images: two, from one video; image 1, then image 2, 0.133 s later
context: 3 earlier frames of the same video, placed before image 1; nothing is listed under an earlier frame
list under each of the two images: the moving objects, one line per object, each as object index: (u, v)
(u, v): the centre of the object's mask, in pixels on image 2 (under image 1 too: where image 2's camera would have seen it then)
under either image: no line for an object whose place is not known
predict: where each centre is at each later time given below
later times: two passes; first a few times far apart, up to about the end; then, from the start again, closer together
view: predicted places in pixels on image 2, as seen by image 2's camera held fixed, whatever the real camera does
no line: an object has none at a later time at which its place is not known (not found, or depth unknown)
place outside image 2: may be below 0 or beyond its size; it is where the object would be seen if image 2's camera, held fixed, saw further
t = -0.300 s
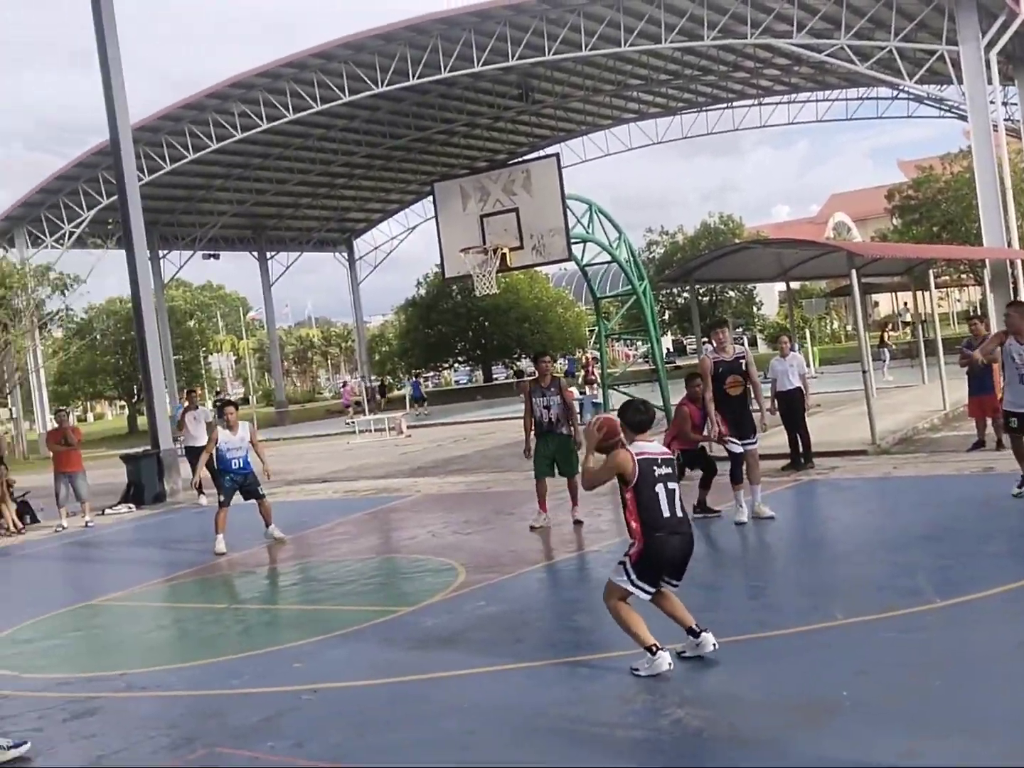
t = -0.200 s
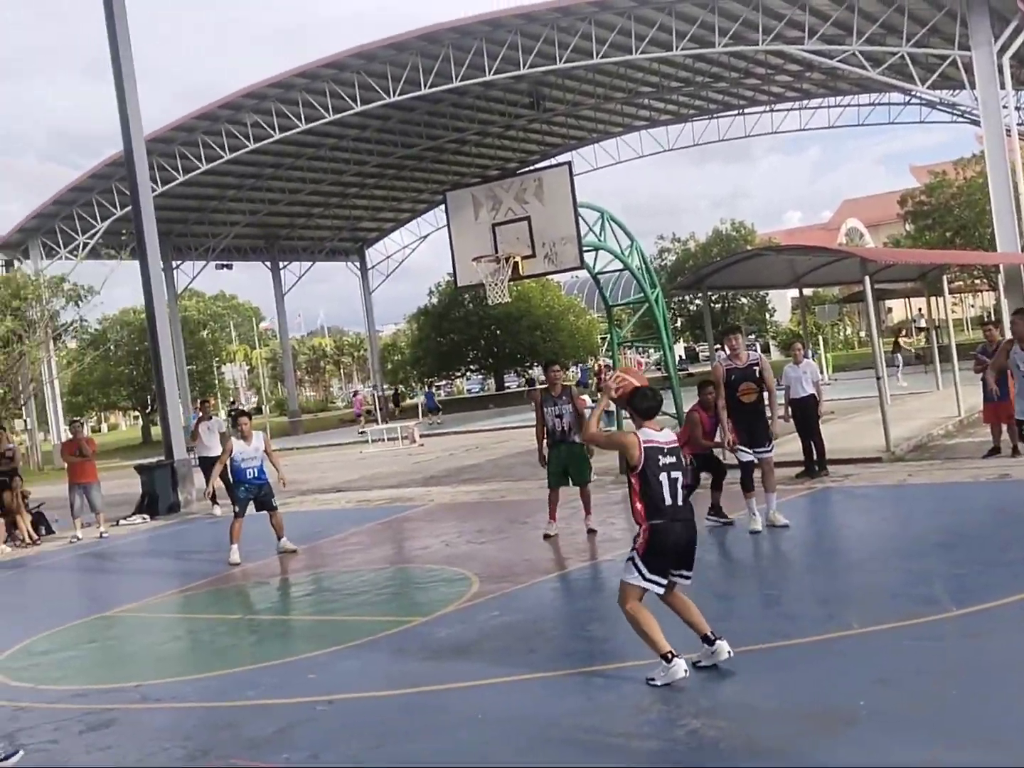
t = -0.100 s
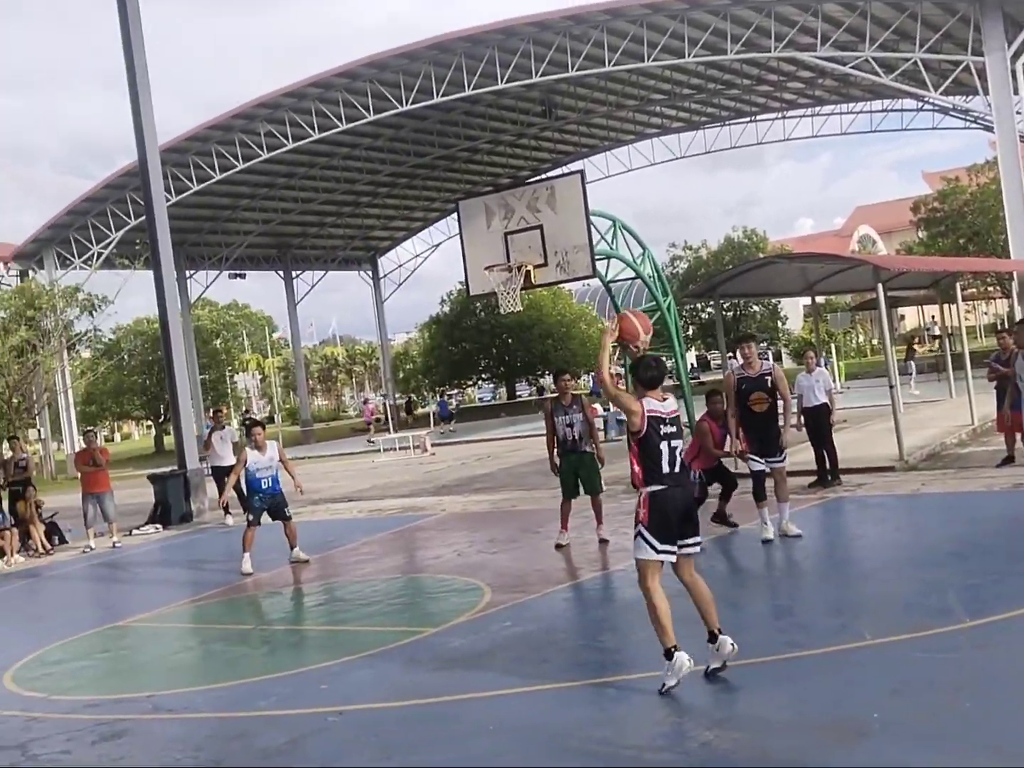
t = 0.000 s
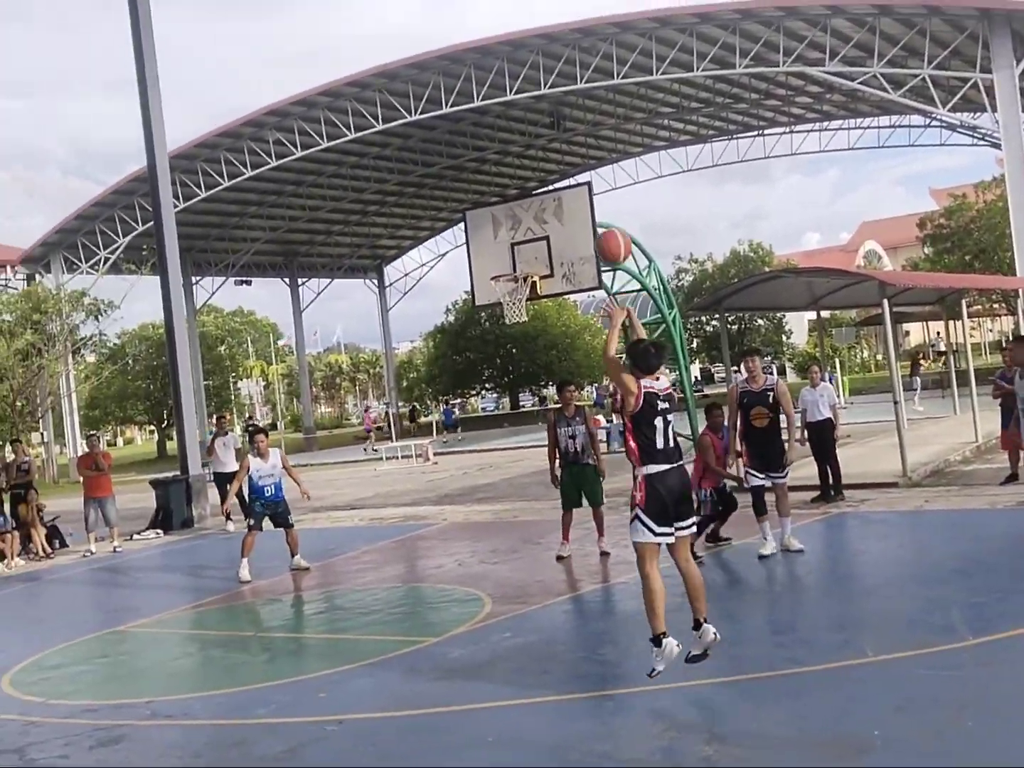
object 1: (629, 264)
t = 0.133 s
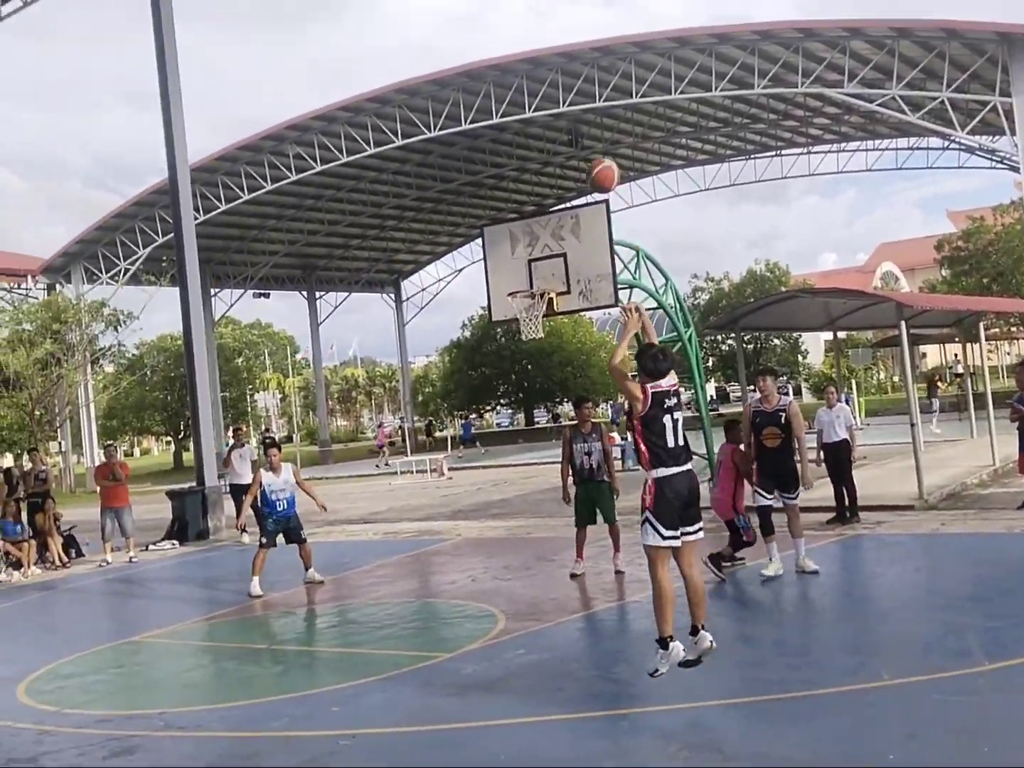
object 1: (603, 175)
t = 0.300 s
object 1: (578, 120)
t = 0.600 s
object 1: (554, 110)
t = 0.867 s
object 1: (544, 177)
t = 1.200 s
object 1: (521, 288)
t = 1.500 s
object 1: (511, 273)
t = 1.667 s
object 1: (508, 298)
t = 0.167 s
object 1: (597, 160)
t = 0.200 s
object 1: (592, 146)
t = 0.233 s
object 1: (586, 134)
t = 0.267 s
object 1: (583, 127)
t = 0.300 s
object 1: (578, 120)
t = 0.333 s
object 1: (575, 110)
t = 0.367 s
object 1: (572, 105)
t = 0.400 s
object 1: (569, 103)
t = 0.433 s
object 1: (566, 101)
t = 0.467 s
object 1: (563, 100)
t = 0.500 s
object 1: (561, 101)
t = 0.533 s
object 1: (559, 103)
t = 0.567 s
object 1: (556, 106)
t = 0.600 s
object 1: (554, 110)
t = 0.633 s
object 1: (552, 115)
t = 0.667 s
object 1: (551, 120)
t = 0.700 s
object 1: (550, 129)
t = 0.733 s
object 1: (549, 137)
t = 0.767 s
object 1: (548, 145)
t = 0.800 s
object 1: (546, 155)
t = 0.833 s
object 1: (546, 167)
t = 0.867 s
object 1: (544, 177)
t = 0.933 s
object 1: (543, 201)
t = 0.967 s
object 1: (542, 216)
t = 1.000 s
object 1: (541, 230)
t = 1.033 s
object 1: (541, 245)
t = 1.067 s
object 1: (541, 260)
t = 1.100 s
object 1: (541, 276)
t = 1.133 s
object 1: (537, 285)
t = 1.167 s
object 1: (528, 290)
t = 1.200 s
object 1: (521, 288)
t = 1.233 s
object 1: (520, 283)
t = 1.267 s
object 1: (519, 280)
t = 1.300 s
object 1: (517, 276)
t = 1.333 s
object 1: (515, 274)
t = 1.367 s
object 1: (514, 271)
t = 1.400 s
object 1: (513, 270)
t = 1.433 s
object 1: (513, 270)
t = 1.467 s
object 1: (512, 271)
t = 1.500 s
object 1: (511, 273)
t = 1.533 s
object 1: (509, 276)
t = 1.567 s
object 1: (508, 281)
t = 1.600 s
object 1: (507, 285)
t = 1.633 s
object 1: (507, 291)
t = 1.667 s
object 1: (508, 298)
